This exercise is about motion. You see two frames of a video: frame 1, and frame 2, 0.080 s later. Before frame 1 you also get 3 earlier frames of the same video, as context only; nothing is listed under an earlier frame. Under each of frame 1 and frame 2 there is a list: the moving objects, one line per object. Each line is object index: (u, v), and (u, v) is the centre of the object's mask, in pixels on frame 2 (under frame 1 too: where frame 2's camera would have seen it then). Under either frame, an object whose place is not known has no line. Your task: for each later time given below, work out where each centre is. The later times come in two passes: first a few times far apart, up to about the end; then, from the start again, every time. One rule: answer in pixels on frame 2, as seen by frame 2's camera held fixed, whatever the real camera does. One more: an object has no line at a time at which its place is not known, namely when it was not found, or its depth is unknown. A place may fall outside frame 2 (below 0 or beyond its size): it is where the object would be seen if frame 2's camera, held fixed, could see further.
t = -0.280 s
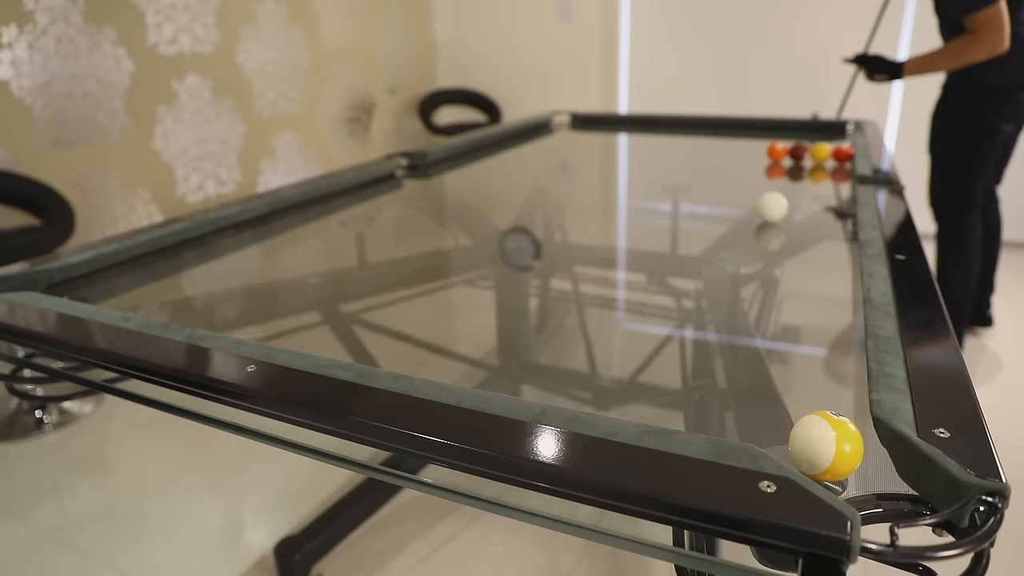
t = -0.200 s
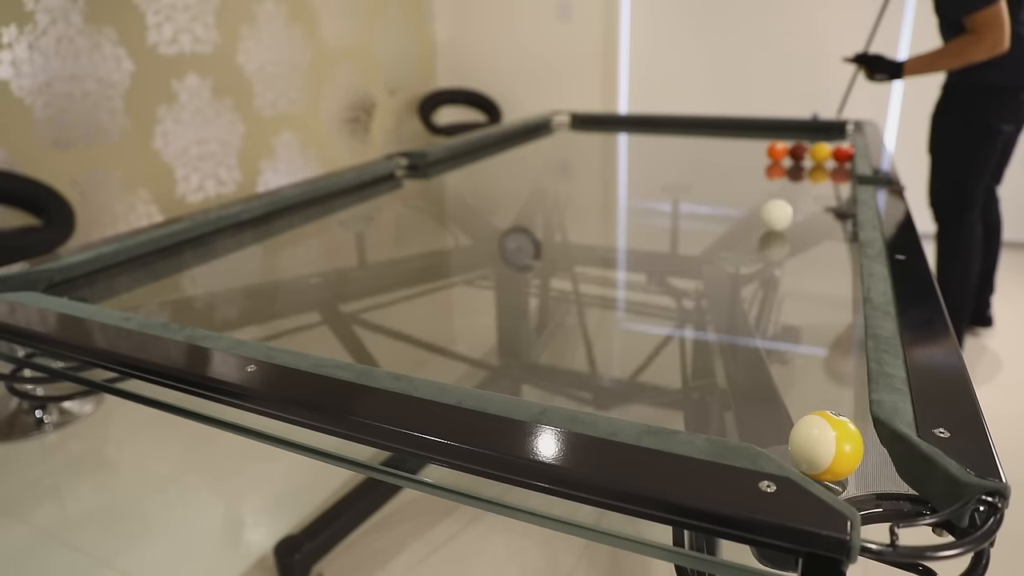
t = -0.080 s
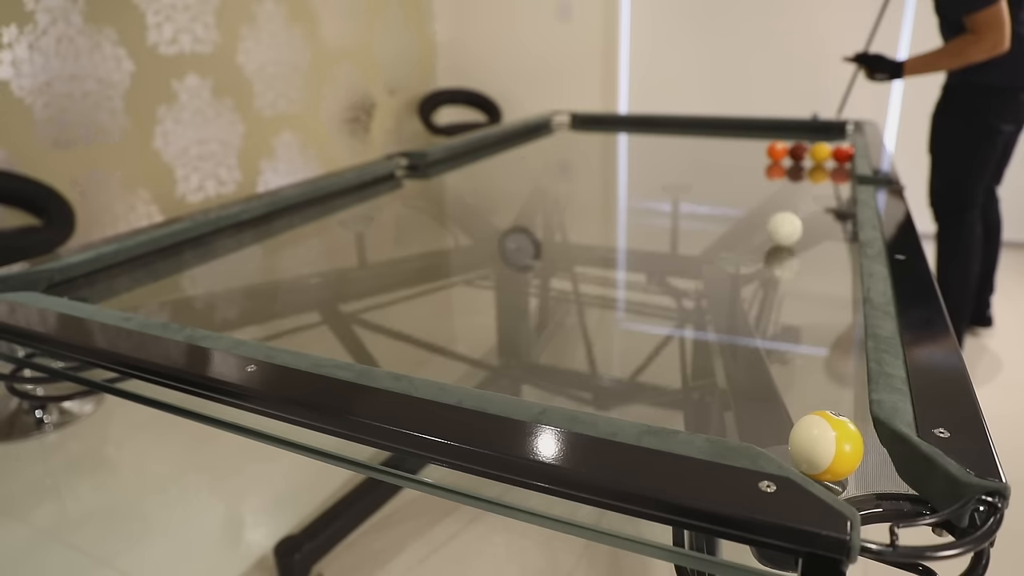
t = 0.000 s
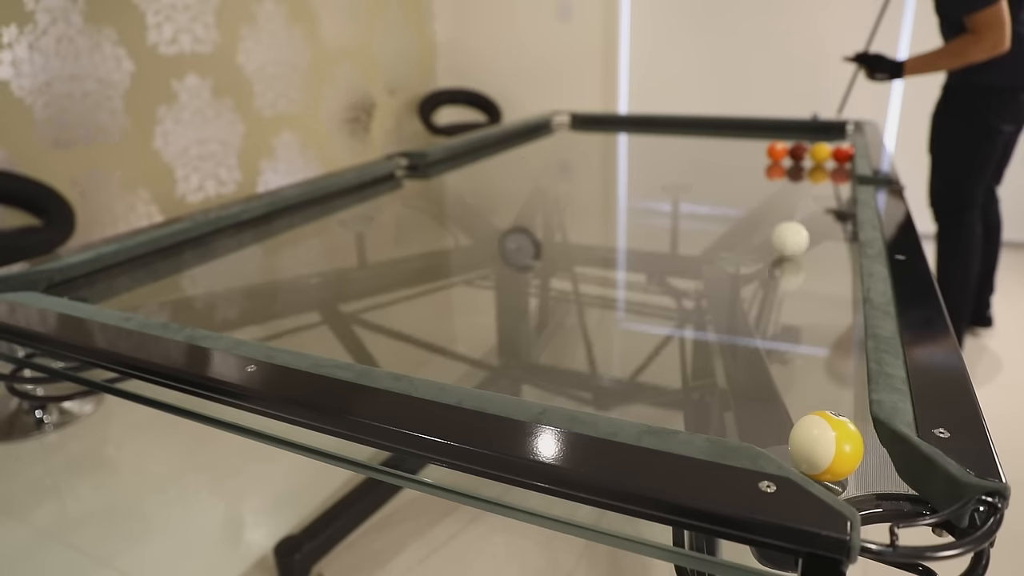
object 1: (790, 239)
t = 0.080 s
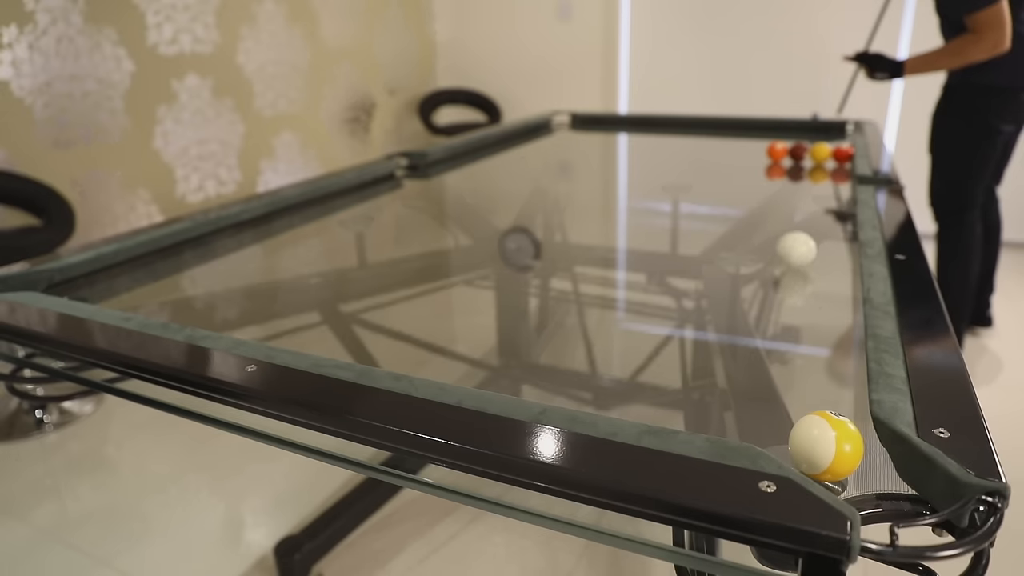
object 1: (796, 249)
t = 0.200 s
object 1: (806, 269)
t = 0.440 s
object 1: (835, 321)
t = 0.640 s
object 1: (821, 367)
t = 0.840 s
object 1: (784, 413)
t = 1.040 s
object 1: (729, 421)
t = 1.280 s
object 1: (696, 409)
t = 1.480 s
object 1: (677, 396)
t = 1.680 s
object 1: (660, 381)
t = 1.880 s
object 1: (646, 369)
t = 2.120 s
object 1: (631, 355)
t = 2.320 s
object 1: (620, 346)
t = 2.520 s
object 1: (611, 338)
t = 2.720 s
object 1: (603, 331)
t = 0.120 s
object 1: (799, 255)
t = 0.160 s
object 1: (803, 262)
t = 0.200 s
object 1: (806, 269)
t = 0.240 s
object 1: (811, 277)
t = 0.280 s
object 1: (815, 283)
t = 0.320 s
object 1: (820, 292)
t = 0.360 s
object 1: (824, 301)
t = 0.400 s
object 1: (829, 312)
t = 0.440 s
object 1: (835, 321)
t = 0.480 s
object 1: (837, 330)
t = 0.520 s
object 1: (834, 339)
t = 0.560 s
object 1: (829, 348)
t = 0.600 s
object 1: (825, 357)
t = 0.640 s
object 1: (821, 367)
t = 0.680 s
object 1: (816, 378)
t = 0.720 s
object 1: (810, 388)
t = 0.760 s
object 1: (802, 397)
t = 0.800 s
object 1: (793, 407)
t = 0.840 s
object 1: (784, 413)
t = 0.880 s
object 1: (773, 417)
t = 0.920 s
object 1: (762, 419)
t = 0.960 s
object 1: (751, 420)
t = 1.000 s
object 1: (740, 421)
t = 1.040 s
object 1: (729, 421)
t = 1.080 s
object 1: (719, 420)
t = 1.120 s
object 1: (714, 418)
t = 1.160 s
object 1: (710, 415)
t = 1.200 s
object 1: (705, 413)
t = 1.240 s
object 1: (700, 411)
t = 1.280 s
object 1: (696, 409)
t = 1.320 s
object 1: (692, 406)
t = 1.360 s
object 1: (688, 404)
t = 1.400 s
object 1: (684, 401)
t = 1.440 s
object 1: (680, 399)
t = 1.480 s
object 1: (677, 396)
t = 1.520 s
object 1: (673, 392)
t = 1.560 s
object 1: (670, 389)
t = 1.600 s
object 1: (667, 387)
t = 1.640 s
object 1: (663, 384)
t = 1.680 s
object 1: (660, 381)
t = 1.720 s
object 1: (657, 378)
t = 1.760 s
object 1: (654, 376)
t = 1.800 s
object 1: (651, 373)
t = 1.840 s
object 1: (648, 371)
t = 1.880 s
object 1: (646, 369)
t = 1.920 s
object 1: (643, 366)
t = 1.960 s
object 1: (641, 364)
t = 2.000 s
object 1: (638, 362)
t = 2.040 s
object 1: (636, 360)
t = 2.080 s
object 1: (633, 357)
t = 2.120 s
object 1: (631, 355)
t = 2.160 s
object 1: (629, 353)
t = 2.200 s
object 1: (627, 351)
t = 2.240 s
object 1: (625, 350)
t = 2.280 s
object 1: (622, 348)
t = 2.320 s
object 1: (620, 346)
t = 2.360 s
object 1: (618, 345)
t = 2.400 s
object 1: (616, 343)
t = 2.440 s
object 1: (615, 341)
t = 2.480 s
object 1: (613, 340)
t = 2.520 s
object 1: (611, 338)
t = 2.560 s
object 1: (609, 336)
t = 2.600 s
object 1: (608, 335)
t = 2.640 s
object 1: (606, 333)
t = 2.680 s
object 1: (604, 332)
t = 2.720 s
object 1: (603, 331)
